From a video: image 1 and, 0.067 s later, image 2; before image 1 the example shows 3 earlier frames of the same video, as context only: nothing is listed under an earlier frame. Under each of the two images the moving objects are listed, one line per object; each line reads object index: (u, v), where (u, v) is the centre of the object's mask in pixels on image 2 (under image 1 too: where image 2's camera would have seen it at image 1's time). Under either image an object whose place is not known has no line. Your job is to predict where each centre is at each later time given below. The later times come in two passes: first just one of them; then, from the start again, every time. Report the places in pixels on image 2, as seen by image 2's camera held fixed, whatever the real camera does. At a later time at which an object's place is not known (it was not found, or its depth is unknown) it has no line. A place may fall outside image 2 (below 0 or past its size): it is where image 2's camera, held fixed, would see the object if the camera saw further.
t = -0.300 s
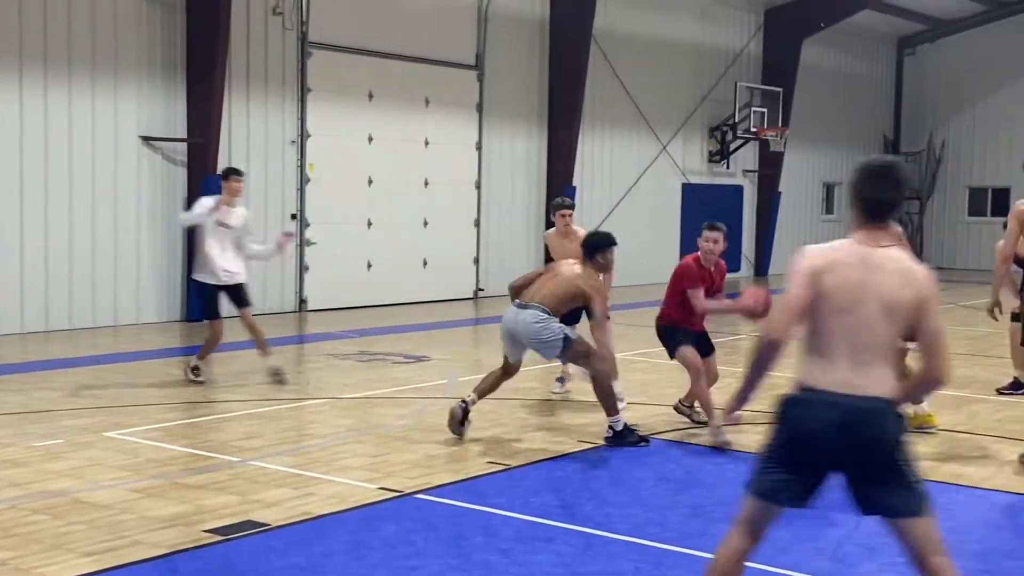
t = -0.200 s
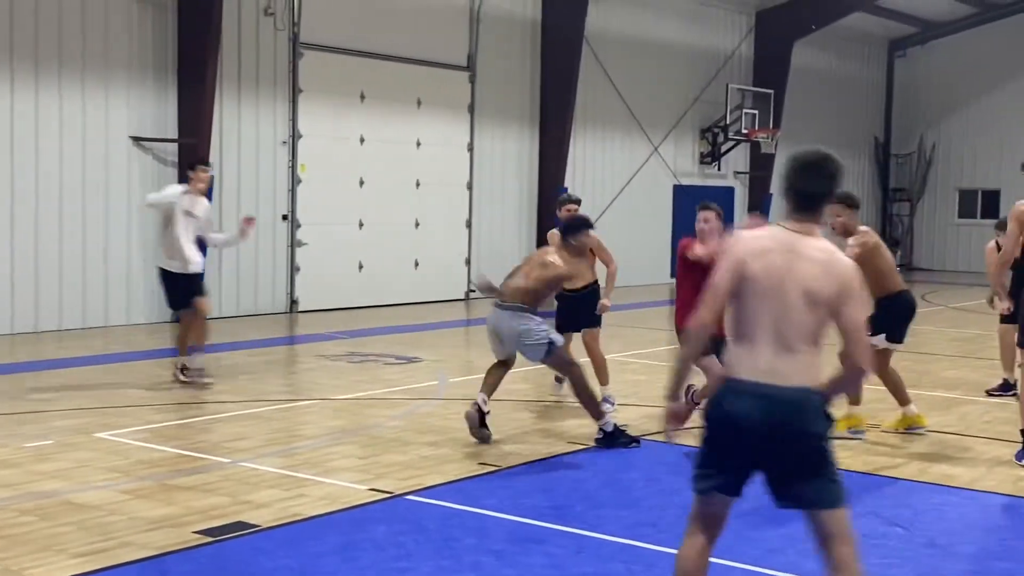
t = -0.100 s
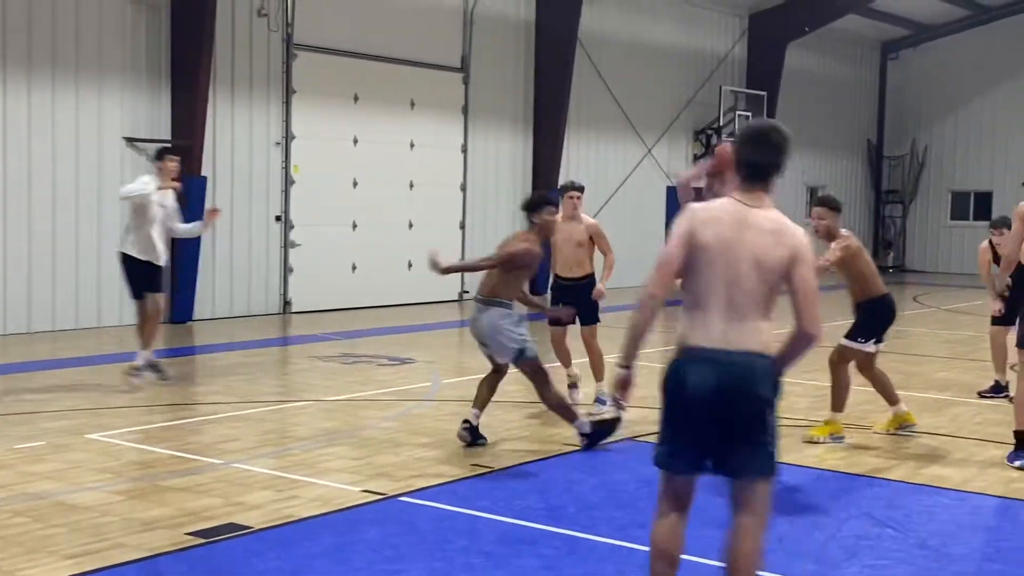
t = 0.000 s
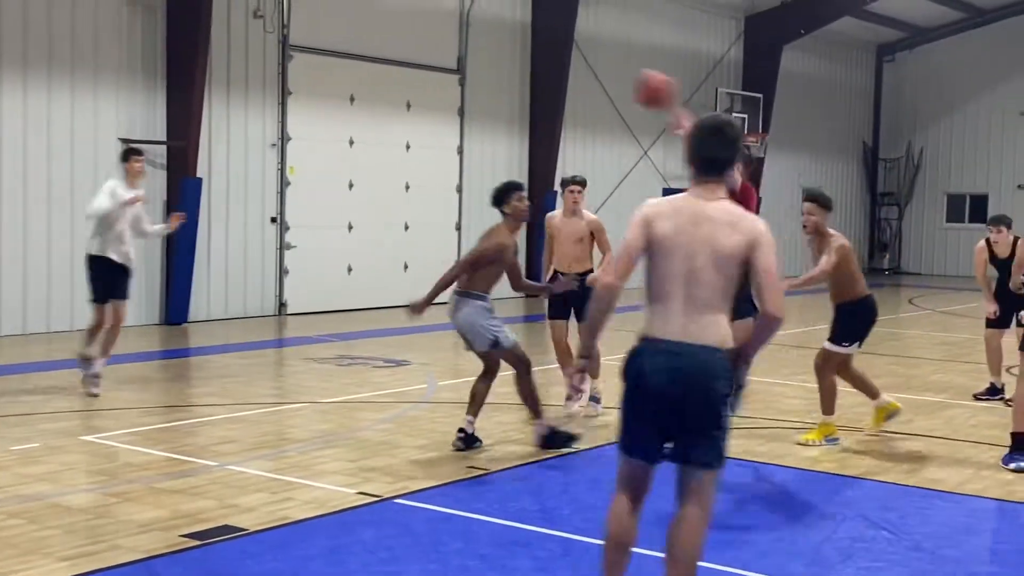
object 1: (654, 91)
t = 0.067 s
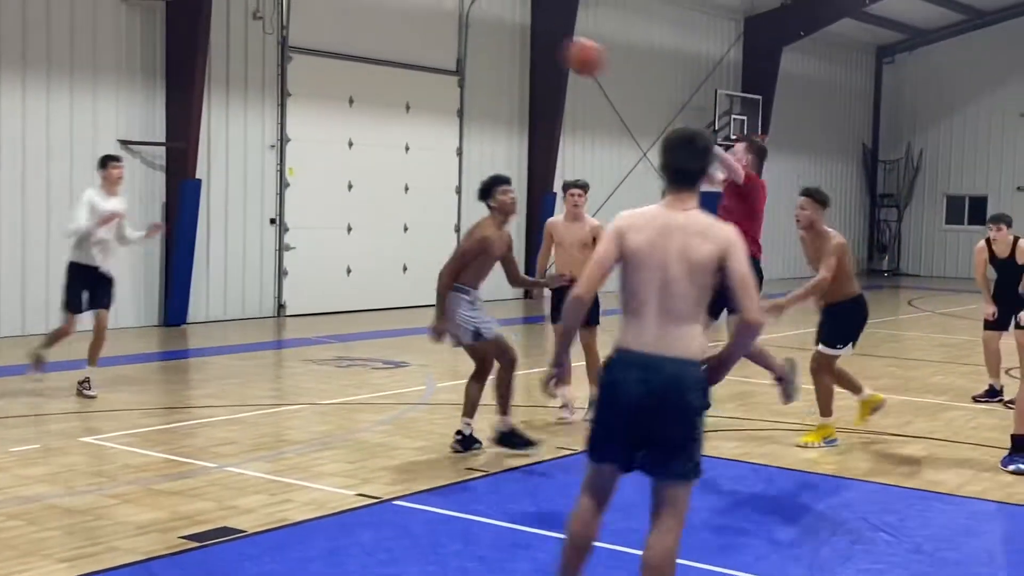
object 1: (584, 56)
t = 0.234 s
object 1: (418, 7)
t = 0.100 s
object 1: (551, 42)
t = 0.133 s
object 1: (518, 30)
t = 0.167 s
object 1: (485, 19)
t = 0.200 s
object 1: (452, 12)
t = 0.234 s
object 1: (418, 7)
